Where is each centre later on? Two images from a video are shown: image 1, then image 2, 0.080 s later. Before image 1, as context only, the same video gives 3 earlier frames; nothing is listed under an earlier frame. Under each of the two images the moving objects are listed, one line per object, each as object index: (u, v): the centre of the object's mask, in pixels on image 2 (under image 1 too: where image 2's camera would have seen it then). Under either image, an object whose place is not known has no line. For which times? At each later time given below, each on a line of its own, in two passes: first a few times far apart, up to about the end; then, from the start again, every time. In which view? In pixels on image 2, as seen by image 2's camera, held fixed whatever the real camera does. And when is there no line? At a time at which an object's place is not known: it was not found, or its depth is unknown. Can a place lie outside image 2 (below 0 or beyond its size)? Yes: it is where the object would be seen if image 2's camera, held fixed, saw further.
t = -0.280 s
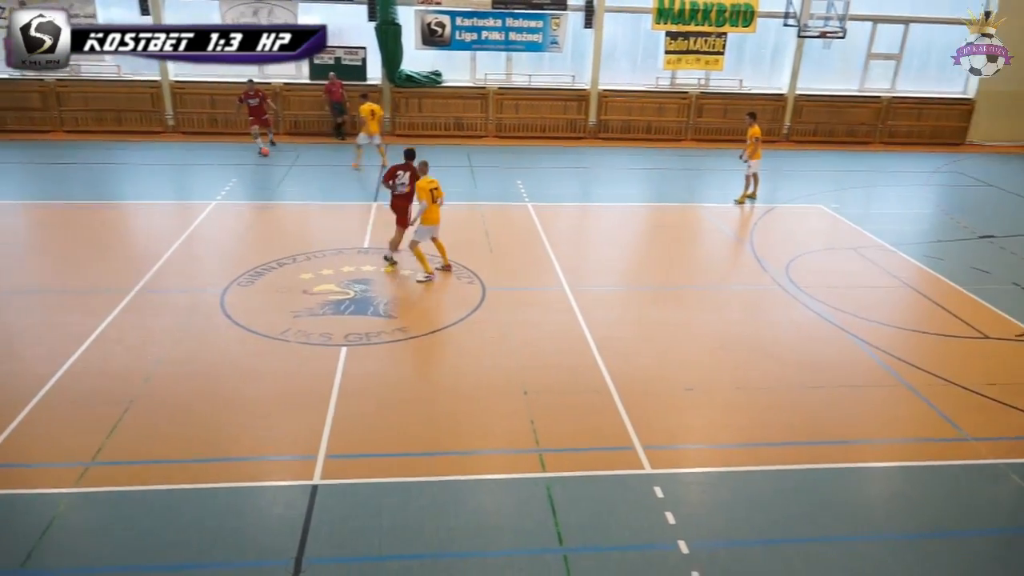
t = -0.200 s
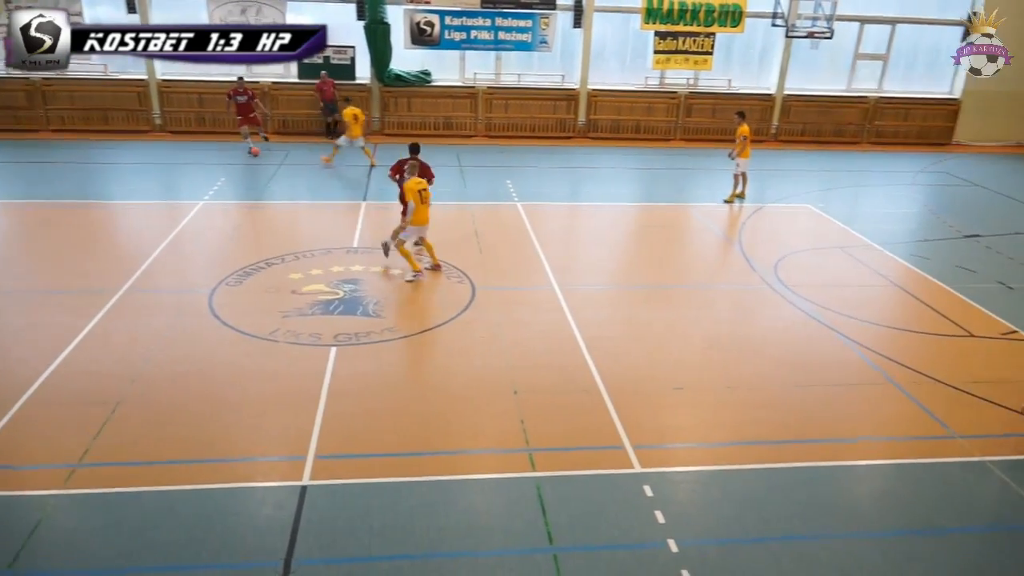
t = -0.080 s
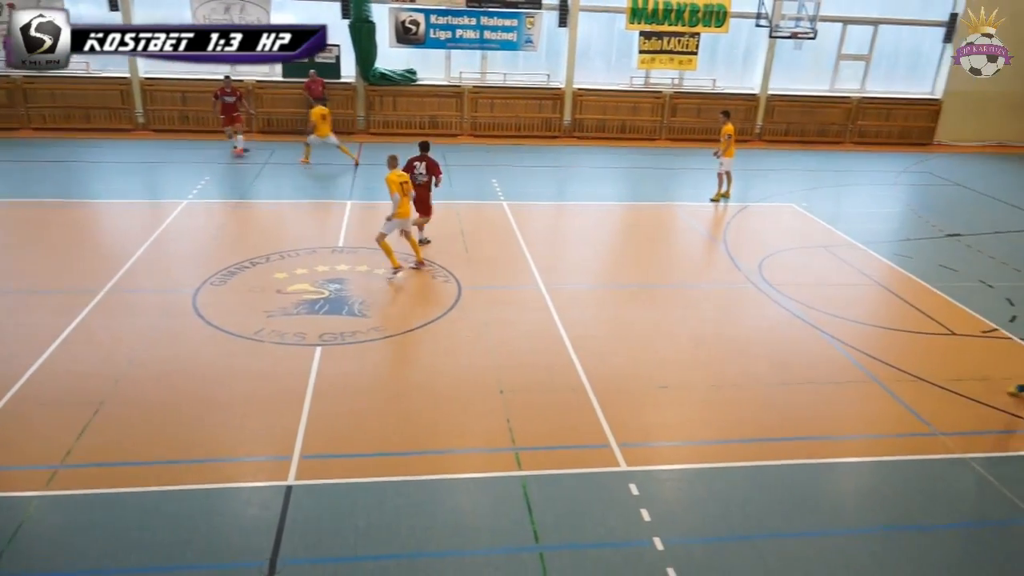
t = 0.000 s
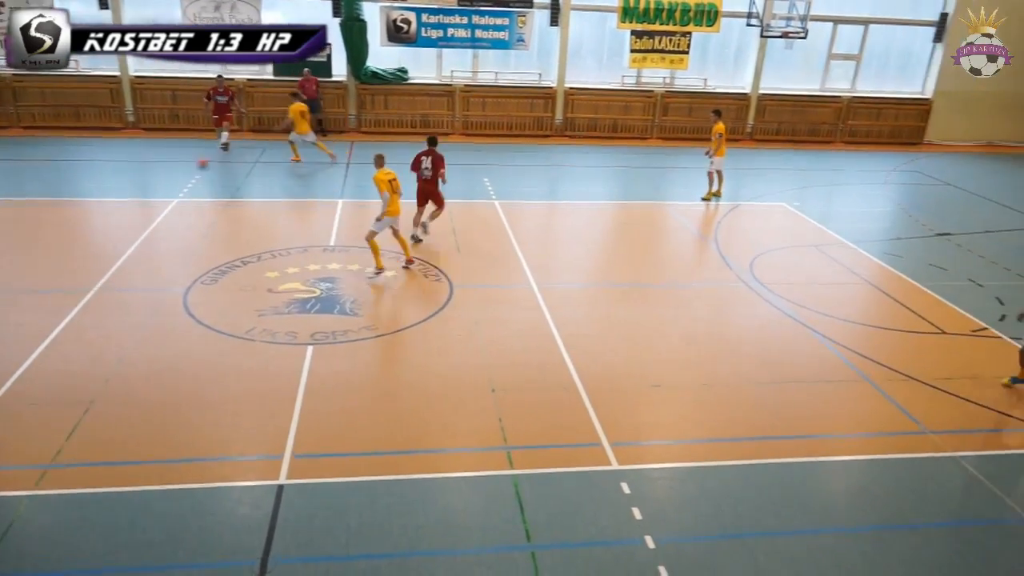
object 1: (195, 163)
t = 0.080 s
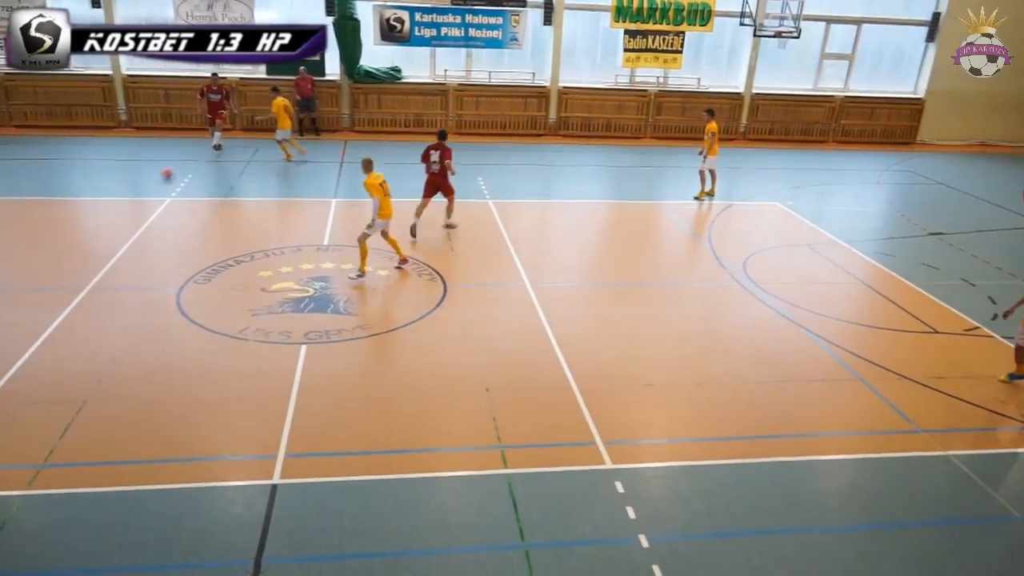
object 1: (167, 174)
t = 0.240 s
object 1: (105, 199)
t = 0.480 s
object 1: (-12, 246)
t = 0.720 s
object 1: (-168, 305)
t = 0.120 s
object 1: (153, 179)
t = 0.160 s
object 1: (137, 187)
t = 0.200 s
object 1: (121, 193)
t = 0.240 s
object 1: (105, 199)
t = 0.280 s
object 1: (88, 206)
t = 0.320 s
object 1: (70, 214)
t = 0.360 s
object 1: (51, 222)
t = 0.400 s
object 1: (31, 229)
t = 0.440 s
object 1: (10, 238)
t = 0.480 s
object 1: (-12, 246)
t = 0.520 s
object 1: (-36, 255)
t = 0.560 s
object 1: (-59, 264)
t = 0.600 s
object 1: (-85, 274)
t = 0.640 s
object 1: (-111, 285)
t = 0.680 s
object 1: (-139, 294)
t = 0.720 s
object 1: (-168, 305)
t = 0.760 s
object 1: (-199, 318)
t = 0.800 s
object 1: (-232, 329)
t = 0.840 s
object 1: (-265, 340)
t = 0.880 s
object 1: (-302, 355)
